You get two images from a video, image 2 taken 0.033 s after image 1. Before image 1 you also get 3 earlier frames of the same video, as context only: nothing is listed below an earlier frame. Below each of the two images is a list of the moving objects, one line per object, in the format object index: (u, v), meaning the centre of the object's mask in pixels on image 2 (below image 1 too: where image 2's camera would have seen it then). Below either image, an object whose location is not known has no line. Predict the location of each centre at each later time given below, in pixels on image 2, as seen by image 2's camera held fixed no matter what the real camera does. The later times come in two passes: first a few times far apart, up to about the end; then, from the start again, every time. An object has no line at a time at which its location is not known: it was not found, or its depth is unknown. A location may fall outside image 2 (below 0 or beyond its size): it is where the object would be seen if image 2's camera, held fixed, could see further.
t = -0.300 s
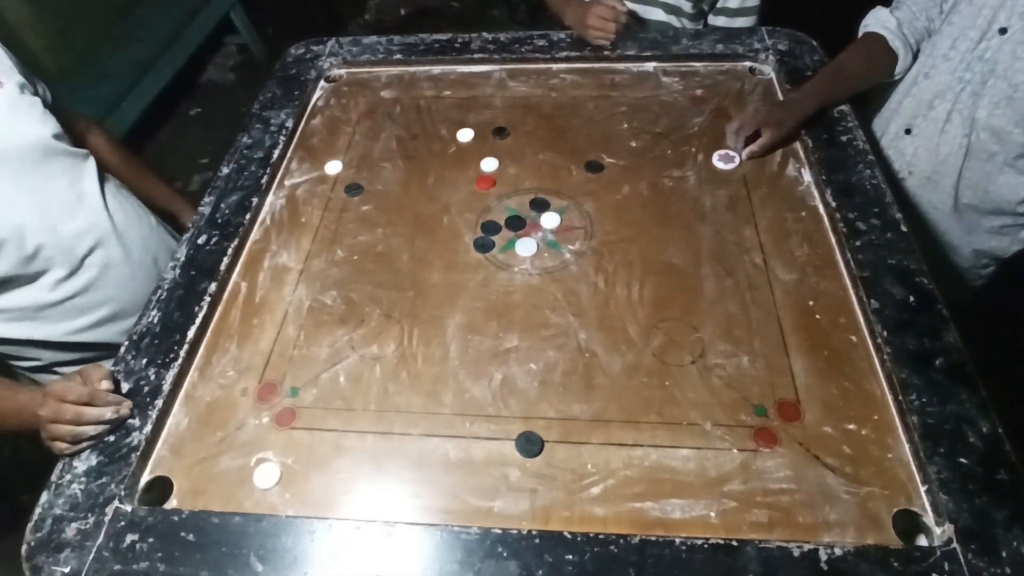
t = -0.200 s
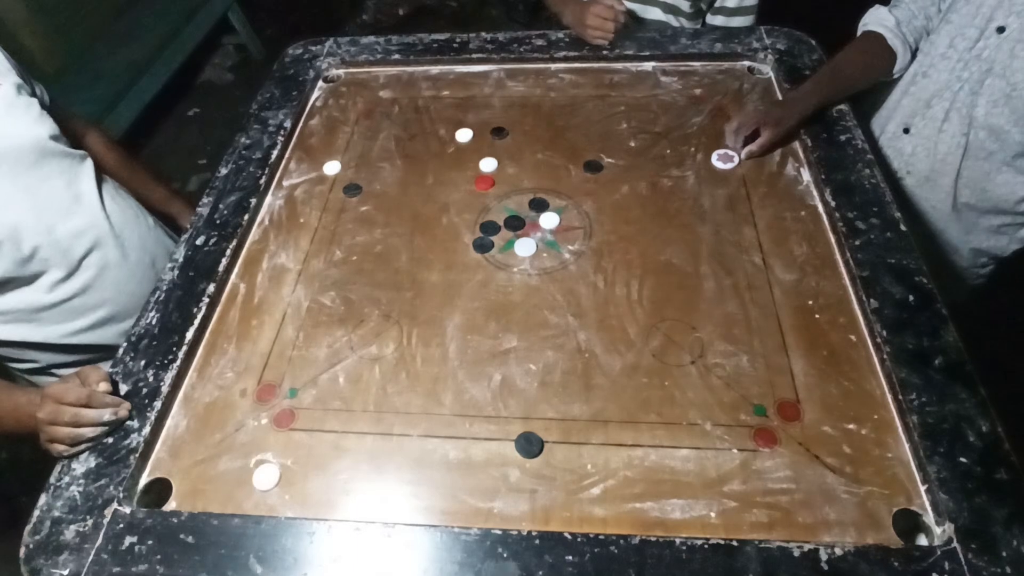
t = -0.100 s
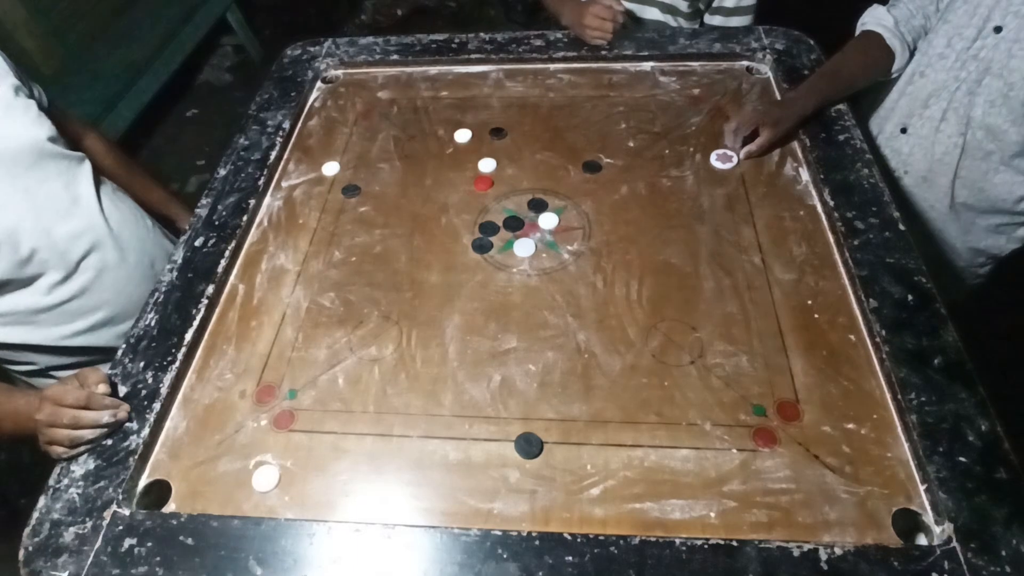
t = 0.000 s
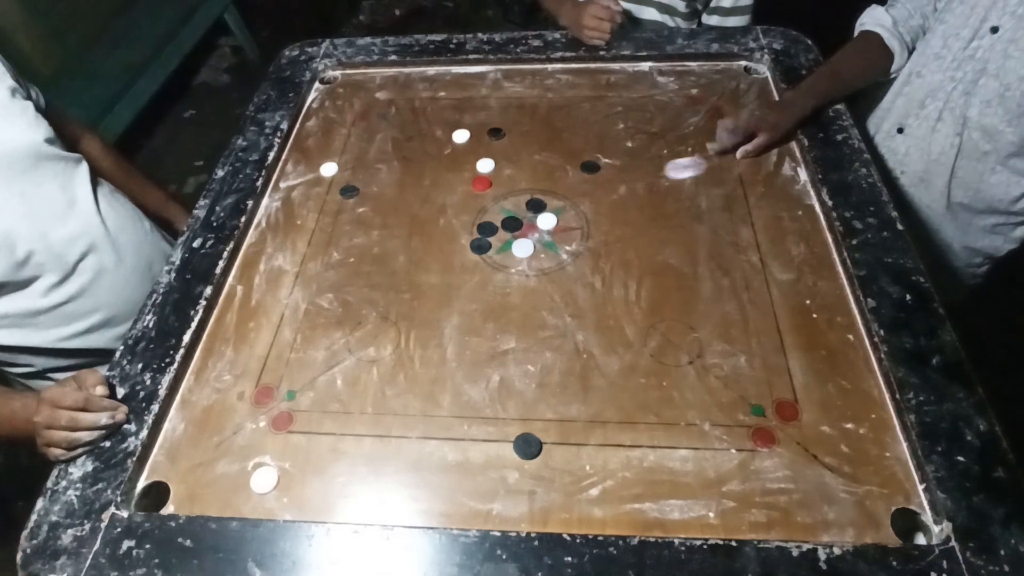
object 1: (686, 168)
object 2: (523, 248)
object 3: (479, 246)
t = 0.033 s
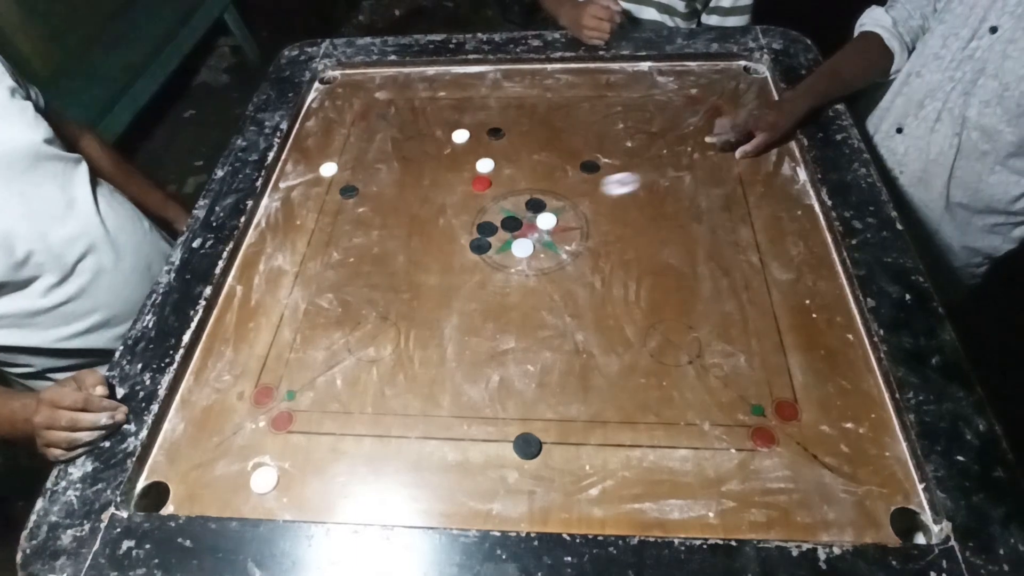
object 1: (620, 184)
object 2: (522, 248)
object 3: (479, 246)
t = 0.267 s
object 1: (415, 227)
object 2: (617, 315)
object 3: (358, 272)
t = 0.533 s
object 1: (308, 246)
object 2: (722, 393)
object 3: (228, 302)
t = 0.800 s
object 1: (254, 257)
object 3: (260, 314)
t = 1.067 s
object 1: (263, 258)
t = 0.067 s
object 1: (558, 199)
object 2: (522, 248)
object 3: (479, 246)
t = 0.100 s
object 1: (530, 205)
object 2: (531, 254)
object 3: (472, 247)
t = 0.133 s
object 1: (506, 209)
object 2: (549, 267)
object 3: (448, 253)
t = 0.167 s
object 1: (482, 214)
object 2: (567, 279)
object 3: (423, 257)
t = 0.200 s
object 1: (458, 219)
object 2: (584, 292)
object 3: (401, 262)
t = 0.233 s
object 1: (435, 224)
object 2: (600, 304)
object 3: (380, 267)
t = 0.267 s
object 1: (415, 227)
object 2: (617, 315)
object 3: (358, 272)
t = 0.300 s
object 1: (398, 231)
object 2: (632, 327)
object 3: (339, 277)
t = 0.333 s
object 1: (384, 233)
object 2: (646, 337)
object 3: (320, 281)
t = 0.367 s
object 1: (369, 235)
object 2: (660, 347)
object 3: (301, 285)
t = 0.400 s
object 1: (356, 238)
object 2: (673, 357)
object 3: (284, 289)
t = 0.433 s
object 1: (343, 240)
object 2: (687, 367)
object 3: (269, 292)
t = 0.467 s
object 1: (330, 242)
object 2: (699, 376)
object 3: (253, 296)
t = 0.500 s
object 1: (319, 244)
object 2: (711, 385)
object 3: (240, 299)
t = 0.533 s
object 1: (308, 246)
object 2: (722, 393)
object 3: (228, 302)
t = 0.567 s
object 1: (298, 248)
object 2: (732, 401)
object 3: (235, 305)
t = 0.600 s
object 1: (288, 250)
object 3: (242, 308)
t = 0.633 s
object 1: (278, 252)
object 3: (248, 310)
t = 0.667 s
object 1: (270, 254)
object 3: (252, 312)
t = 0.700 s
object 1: (262, 255)
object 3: (256, 313)
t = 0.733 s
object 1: (256, 256)
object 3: (258, 314)
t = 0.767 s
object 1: (251, 257)
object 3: (260, 314)
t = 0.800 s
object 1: (254, 257)
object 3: (260, 314)
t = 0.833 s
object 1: (257, 257)
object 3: (260, 314)
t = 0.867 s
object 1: (259, 257)
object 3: (260, 314)
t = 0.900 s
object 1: (261, 258)
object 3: (260, 315)
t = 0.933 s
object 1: (263, 258)
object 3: (260, 314)
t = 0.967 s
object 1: (263, 258)
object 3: (260, 314)
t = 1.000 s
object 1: (263, 258)
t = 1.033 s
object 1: (263, 258)
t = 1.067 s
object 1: (263, 258)
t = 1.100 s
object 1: (263, 258)
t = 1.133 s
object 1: (263, 258)
